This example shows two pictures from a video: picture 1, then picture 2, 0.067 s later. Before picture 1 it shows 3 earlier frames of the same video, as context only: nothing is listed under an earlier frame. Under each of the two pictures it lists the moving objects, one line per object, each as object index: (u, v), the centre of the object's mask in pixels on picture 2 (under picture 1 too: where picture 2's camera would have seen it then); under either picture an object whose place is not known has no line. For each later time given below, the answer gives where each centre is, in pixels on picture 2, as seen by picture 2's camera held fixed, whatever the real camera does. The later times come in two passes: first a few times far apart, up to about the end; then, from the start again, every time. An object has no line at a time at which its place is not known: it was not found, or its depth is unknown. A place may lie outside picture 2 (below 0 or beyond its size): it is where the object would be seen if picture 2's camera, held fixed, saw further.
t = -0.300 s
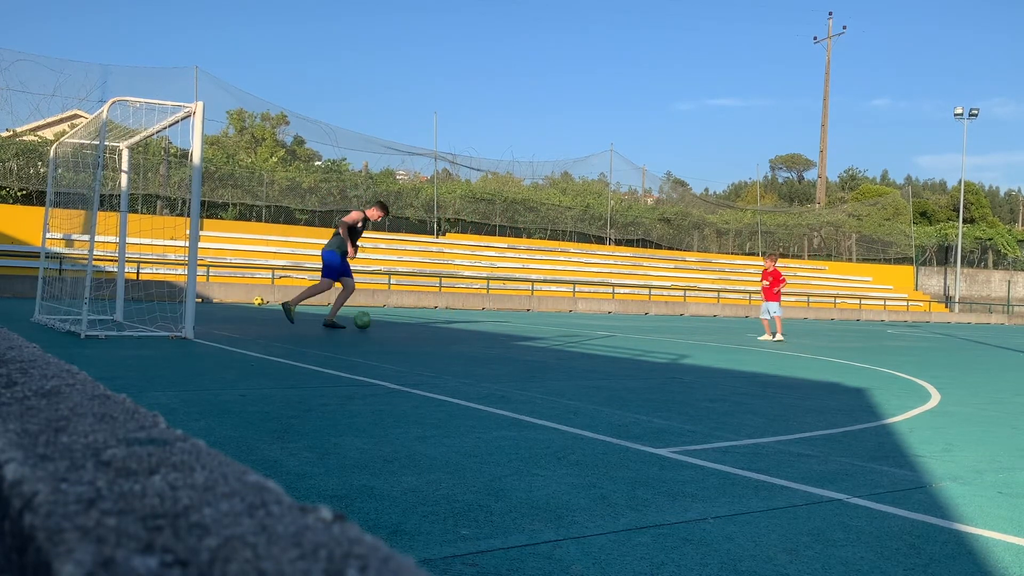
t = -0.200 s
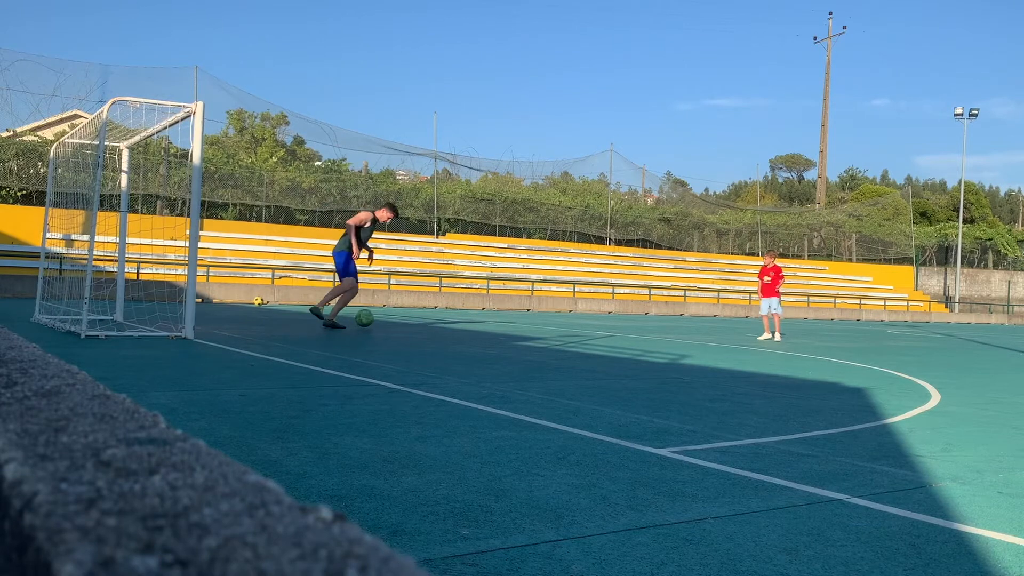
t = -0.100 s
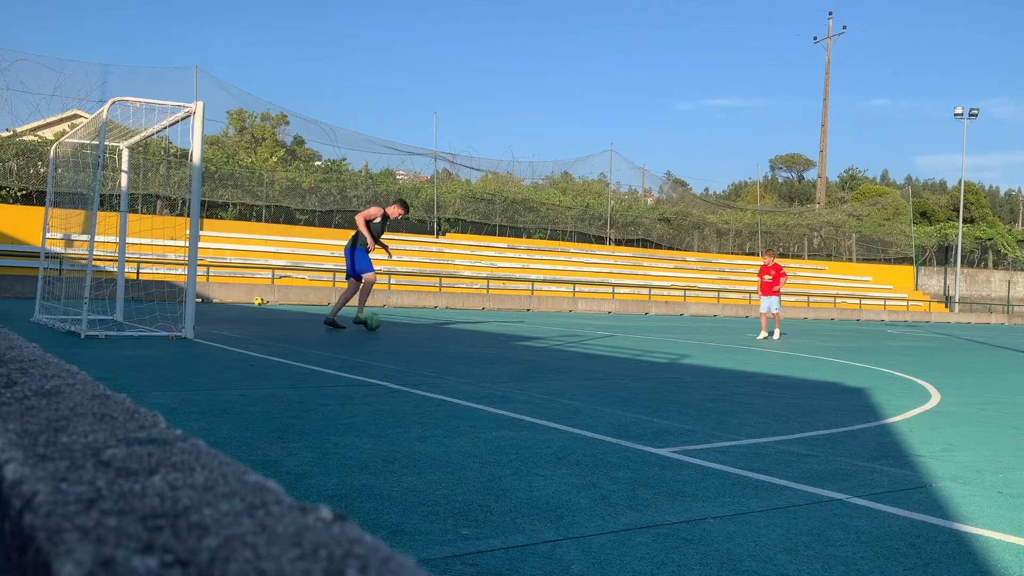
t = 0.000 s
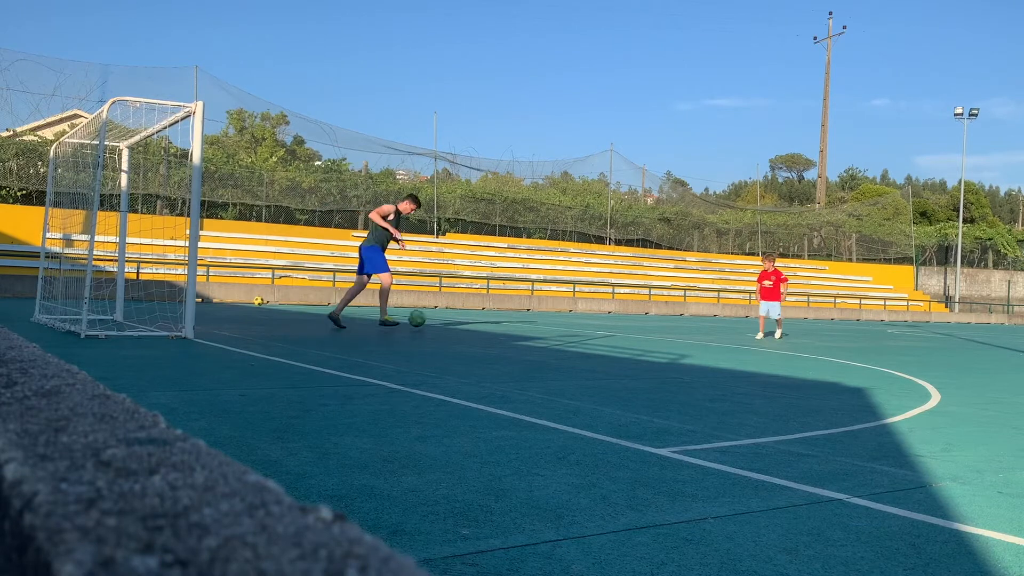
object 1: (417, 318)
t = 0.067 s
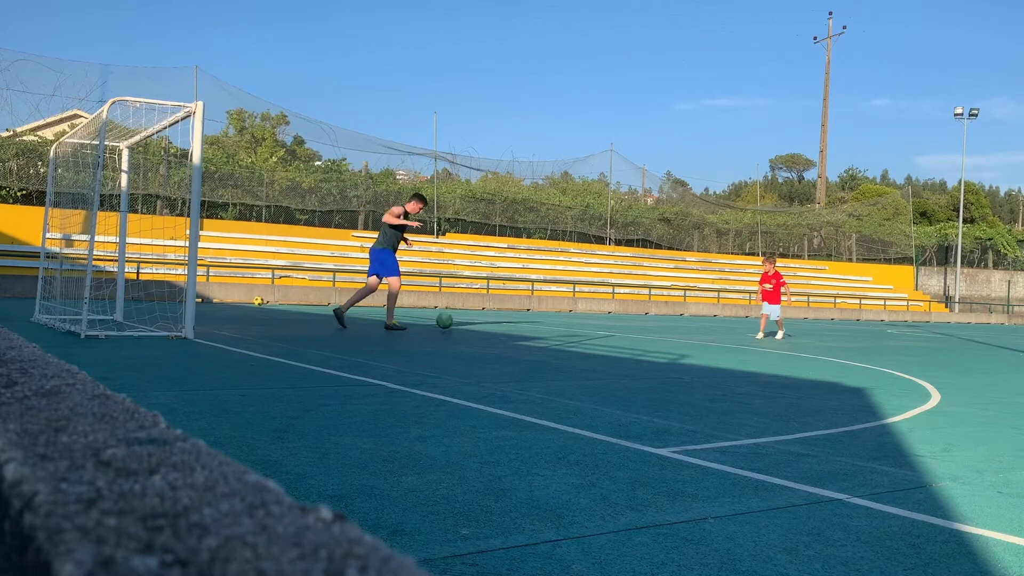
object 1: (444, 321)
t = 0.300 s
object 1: (520, 324)
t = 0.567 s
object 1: (591, 323)
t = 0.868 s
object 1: (663, 326)
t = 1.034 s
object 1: (699, 327)
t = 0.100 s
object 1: (458, 324)
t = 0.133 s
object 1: (469, 322)
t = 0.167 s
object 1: (479, 321)
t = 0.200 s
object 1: (490, 320)
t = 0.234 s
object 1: (500, 321)
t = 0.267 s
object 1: (510, 322)
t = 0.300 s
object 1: (520, 324)
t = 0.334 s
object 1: (529, 323)
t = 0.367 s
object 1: (539, 322)
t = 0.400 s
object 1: (548, 323)
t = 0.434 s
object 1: (557, 324)
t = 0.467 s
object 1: (565, 325)
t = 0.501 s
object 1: (574, 324)
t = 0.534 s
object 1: (583, 324)
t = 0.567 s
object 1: (591, 323)
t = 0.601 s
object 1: (600, 324)
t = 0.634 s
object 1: (608, 326)
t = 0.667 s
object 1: (616, 325)
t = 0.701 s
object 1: (624, 324)
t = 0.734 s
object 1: (632, 324)
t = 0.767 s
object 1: (640, 325)
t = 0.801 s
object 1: (648, 327)
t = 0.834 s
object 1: (656, 326)
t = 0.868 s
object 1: (663, 326)
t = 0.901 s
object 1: (670, 326)
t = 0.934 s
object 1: (678, 327)
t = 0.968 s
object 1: (685, 327)
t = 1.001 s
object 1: (692, 327)
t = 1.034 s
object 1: (699, 327)
